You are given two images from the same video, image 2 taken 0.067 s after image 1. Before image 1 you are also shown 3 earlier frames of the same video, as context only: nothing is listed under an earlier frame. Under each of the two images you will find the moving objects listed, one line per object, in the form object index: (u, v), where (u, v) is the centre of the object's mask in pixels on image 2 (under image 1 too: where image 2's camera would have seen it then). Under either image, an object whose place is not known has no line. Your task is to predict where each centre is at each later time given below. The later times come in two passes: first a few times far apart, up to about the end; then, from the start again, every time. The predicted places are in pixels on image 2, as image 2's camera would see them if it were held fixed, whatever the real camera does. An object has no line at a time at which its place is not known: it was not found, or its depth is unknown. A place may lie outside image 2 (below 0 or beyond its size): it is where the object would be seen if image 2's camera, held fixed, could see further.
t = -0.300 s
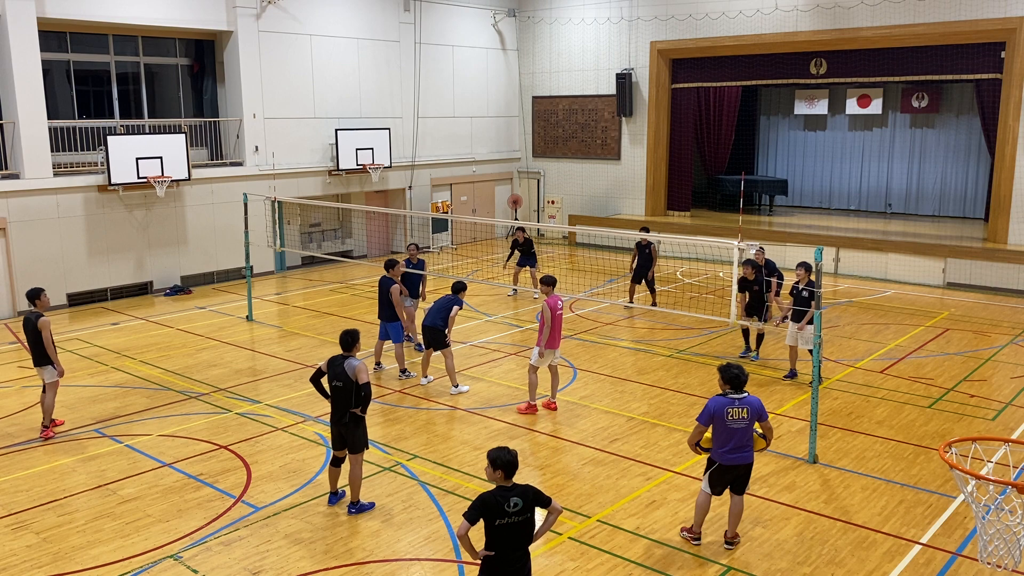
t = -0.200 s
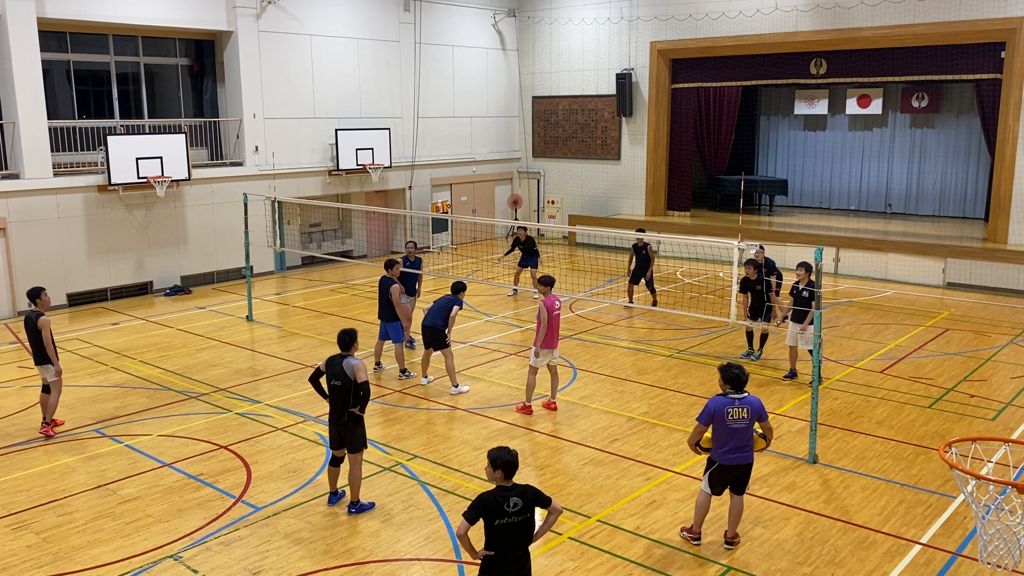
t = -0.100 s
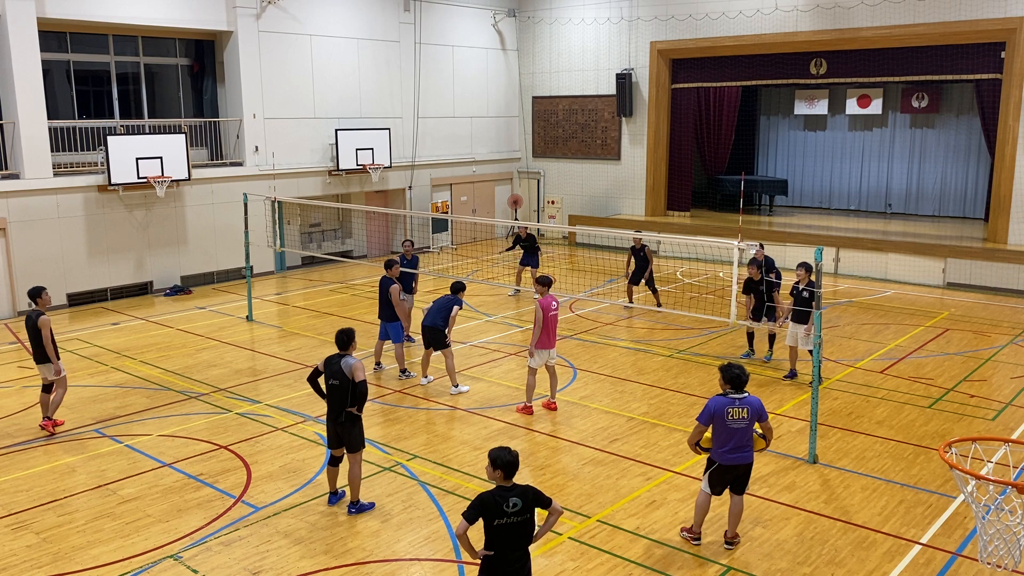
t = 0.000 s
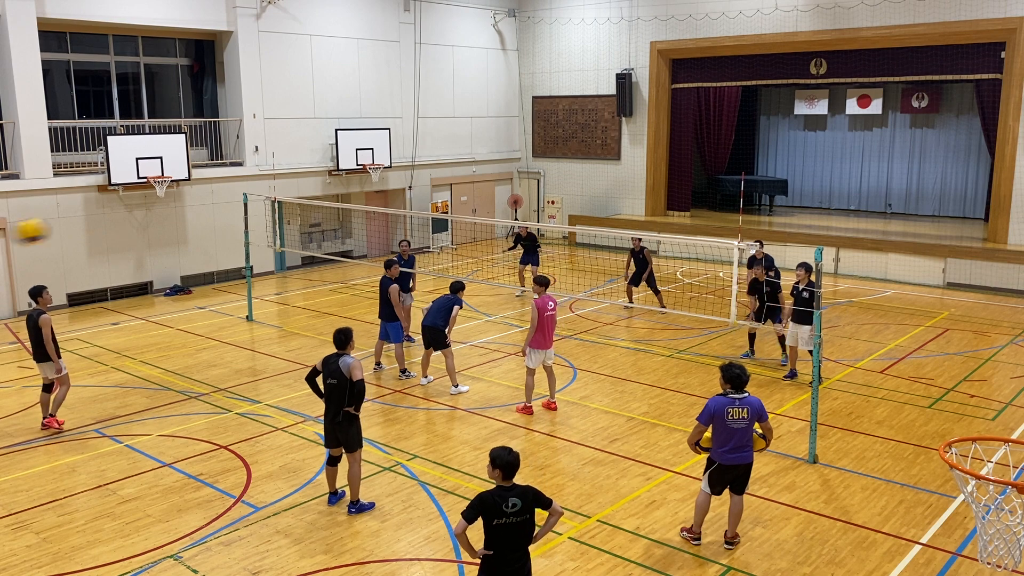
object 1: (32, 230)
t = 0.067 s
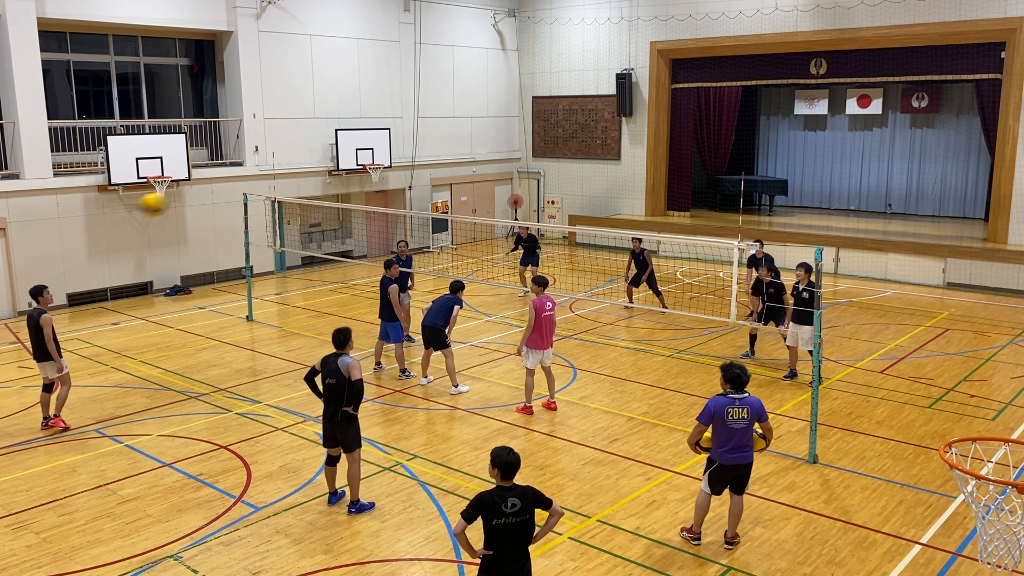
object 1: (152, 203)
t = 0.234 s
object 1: (377, 174)
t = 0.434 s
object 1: (550, 177)
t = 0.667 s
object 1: (682, 211)
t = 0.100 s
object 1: (206, 194)
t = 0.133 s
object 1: (253, 185)
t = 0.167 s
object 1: (298, 179)
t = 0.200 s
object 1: (338, 176)
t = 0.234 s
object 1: (377, 174)
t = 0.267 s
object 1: (412, 173)
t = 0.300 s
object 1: (444, 172)
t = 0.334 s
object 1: (473, 173)
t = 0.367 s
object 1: (501, 173)
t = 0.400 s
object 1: (527, 175)
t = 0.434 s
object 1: (550, 177)
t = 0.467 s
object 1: (572, 179)
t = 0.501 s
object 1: (594, 183)
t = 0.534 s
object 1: (614, 188)
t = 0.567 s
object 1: (632, 193)
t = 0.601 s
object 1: (650, 199)
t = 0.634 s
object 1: (666, 205)
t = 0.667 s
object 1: (682, 211)
